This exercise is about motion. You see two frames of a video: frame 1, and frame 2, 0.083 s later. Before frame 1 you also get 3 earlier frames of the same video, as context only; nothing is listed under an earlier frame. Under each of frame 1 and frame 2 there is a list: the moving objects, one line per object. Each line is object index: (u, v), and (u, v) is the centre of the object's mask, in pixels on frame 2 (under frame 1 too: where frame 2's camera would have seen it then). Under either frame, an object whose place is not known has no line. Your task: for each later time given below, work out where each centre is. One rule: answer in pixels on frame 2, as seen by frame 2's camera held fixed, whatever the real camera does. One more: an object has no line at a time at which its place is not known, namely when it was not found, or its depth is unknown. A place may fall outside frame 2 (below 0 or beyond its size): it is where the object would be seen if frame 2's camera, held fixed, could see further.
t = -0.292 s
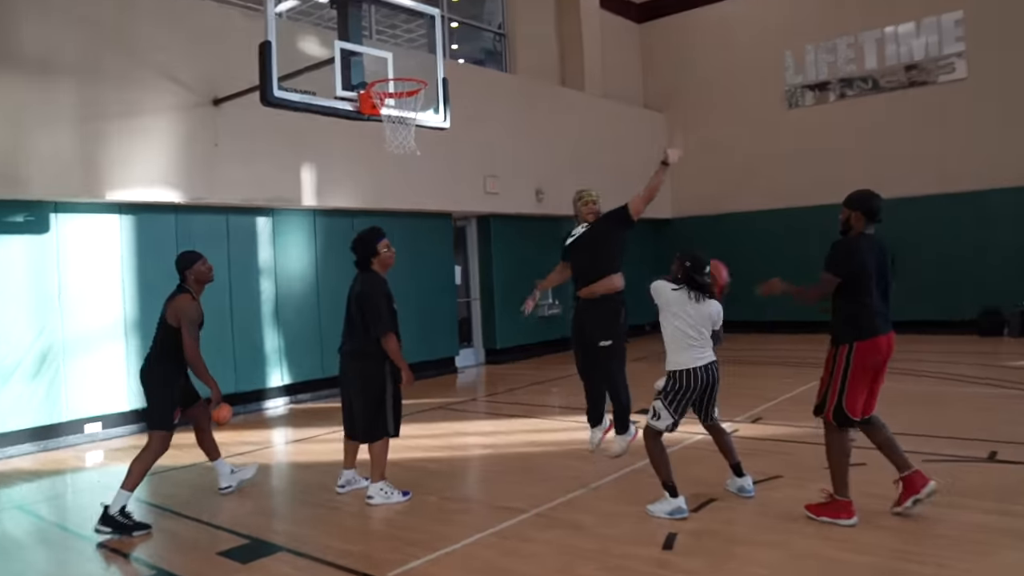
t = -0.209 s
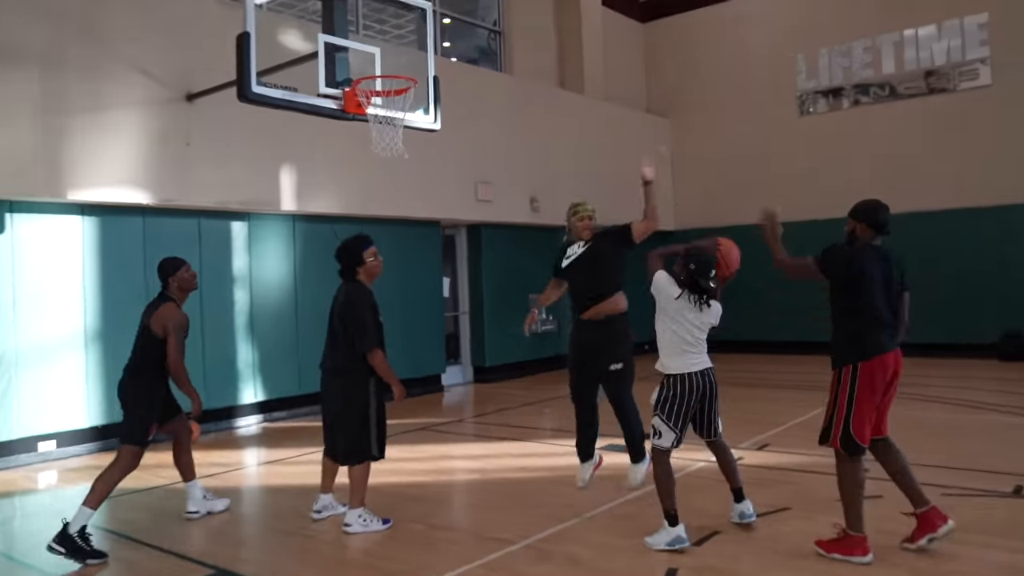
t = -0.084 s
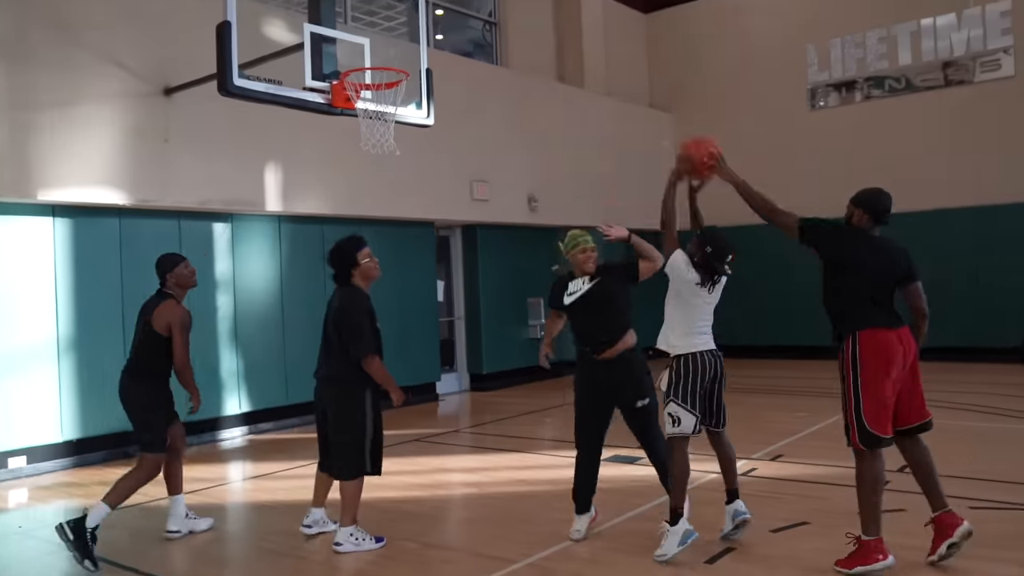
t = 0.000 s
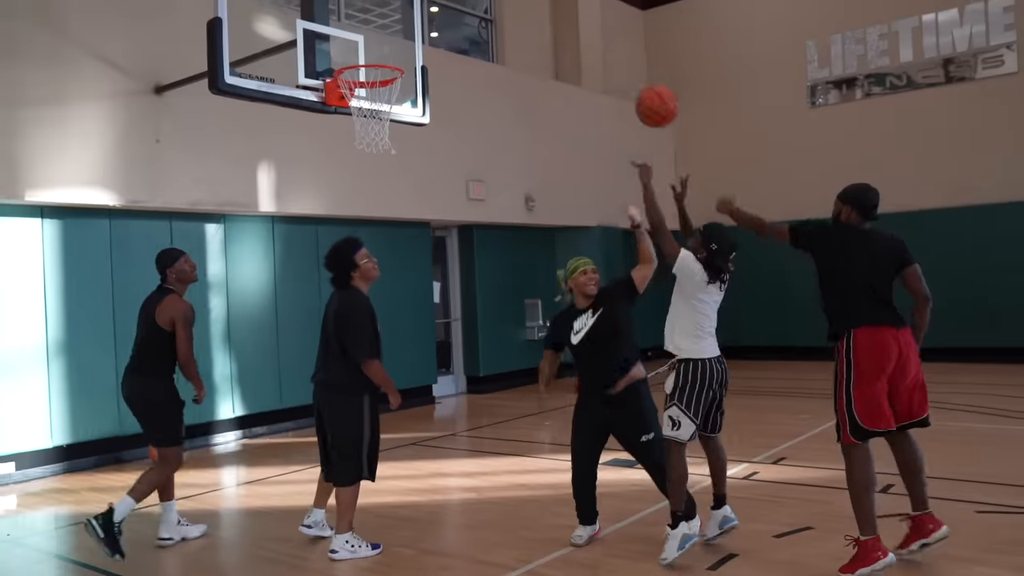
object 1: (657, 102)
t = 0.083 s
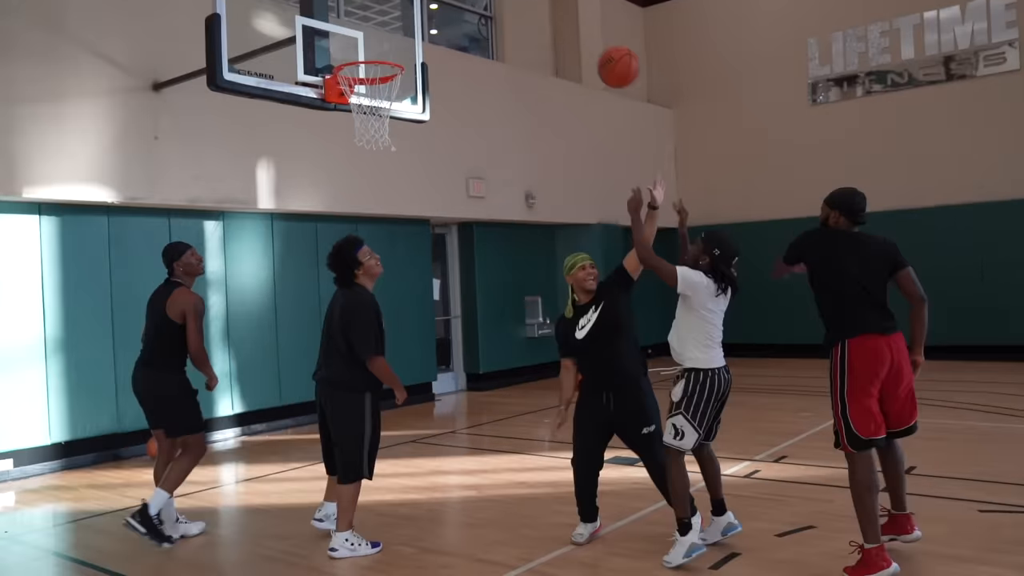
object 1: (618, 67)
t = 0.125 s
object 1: (603, 56)
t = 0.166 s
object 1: (581, 43)
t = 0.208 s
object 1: (566, 37)
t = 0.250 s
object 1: (545, 31)
